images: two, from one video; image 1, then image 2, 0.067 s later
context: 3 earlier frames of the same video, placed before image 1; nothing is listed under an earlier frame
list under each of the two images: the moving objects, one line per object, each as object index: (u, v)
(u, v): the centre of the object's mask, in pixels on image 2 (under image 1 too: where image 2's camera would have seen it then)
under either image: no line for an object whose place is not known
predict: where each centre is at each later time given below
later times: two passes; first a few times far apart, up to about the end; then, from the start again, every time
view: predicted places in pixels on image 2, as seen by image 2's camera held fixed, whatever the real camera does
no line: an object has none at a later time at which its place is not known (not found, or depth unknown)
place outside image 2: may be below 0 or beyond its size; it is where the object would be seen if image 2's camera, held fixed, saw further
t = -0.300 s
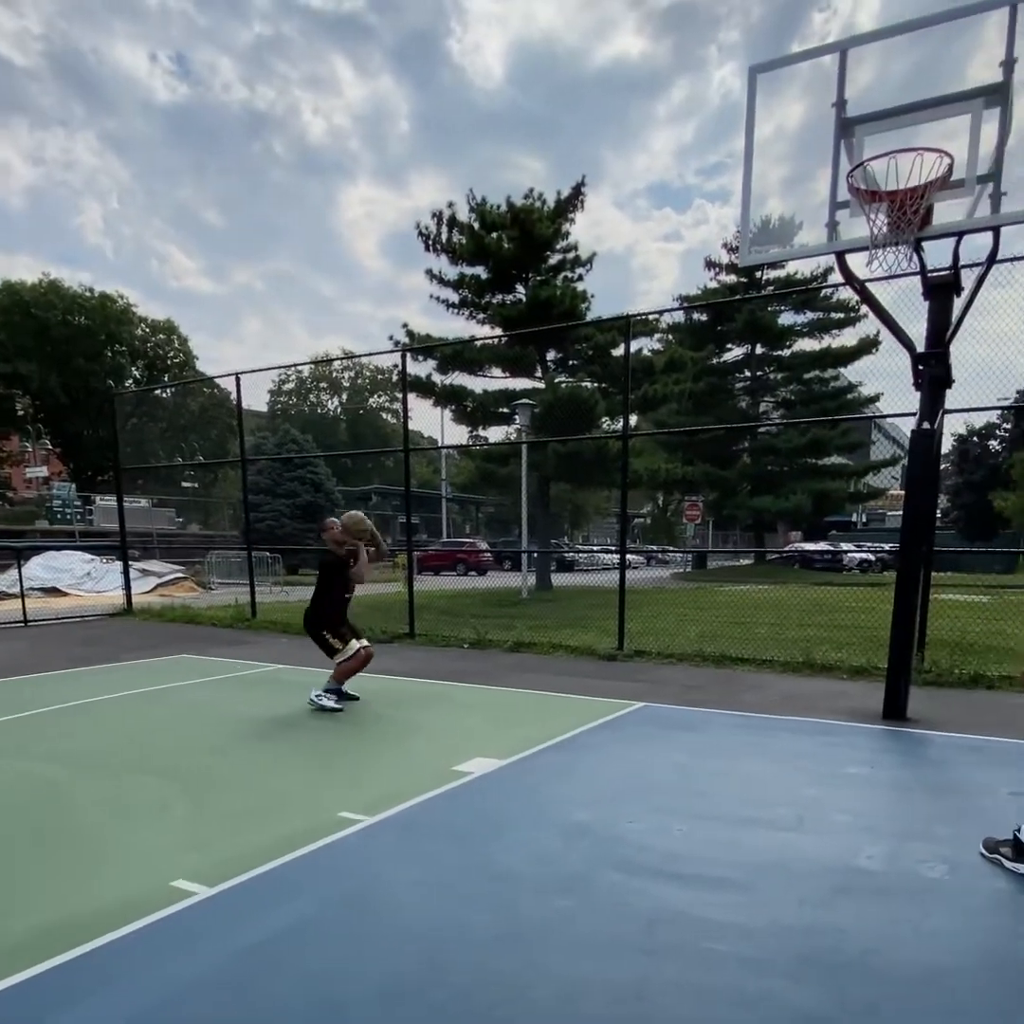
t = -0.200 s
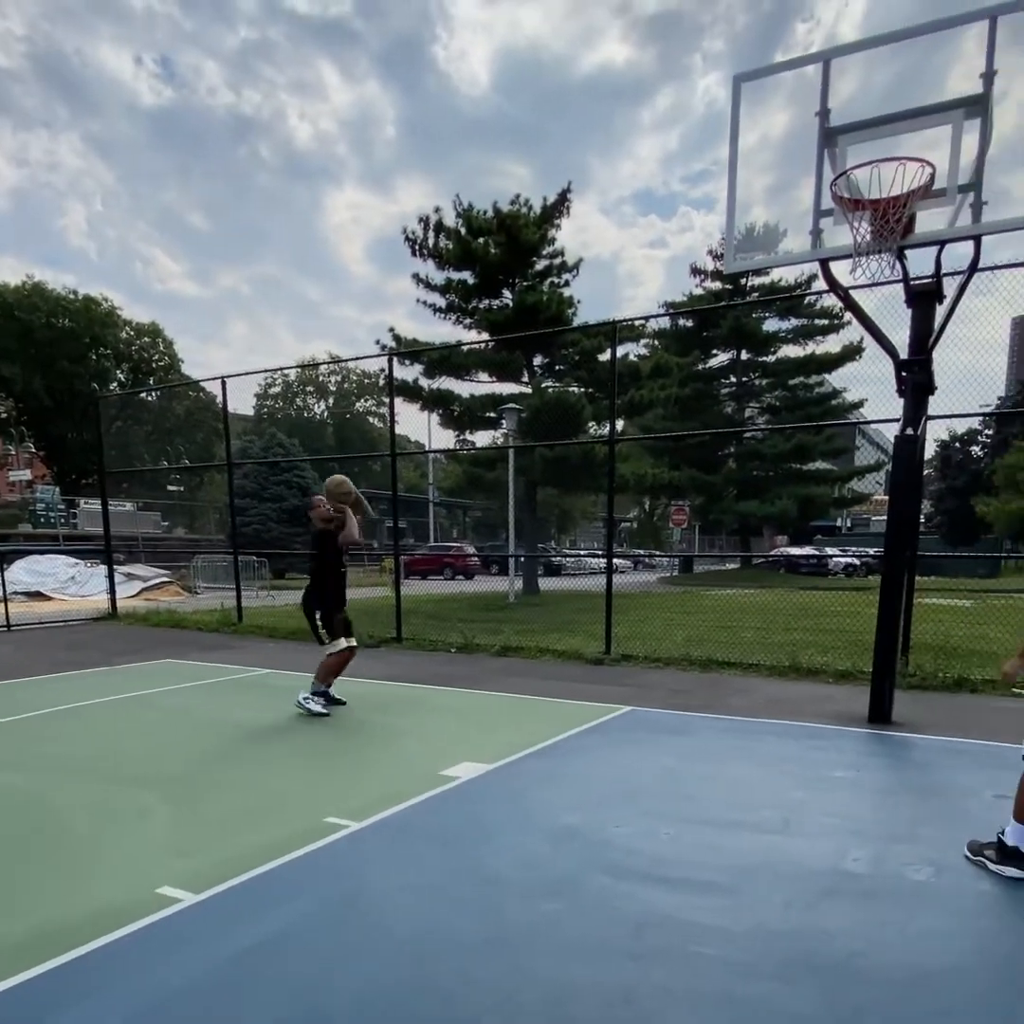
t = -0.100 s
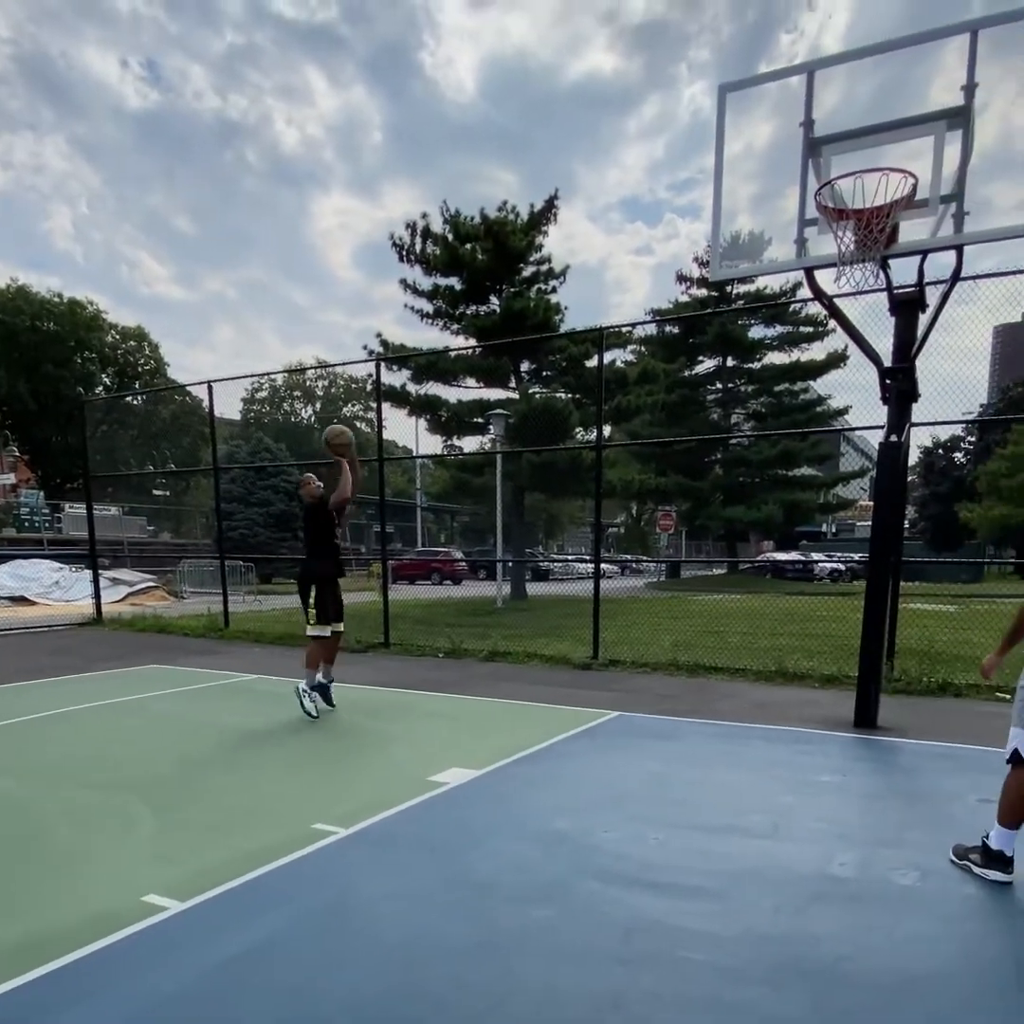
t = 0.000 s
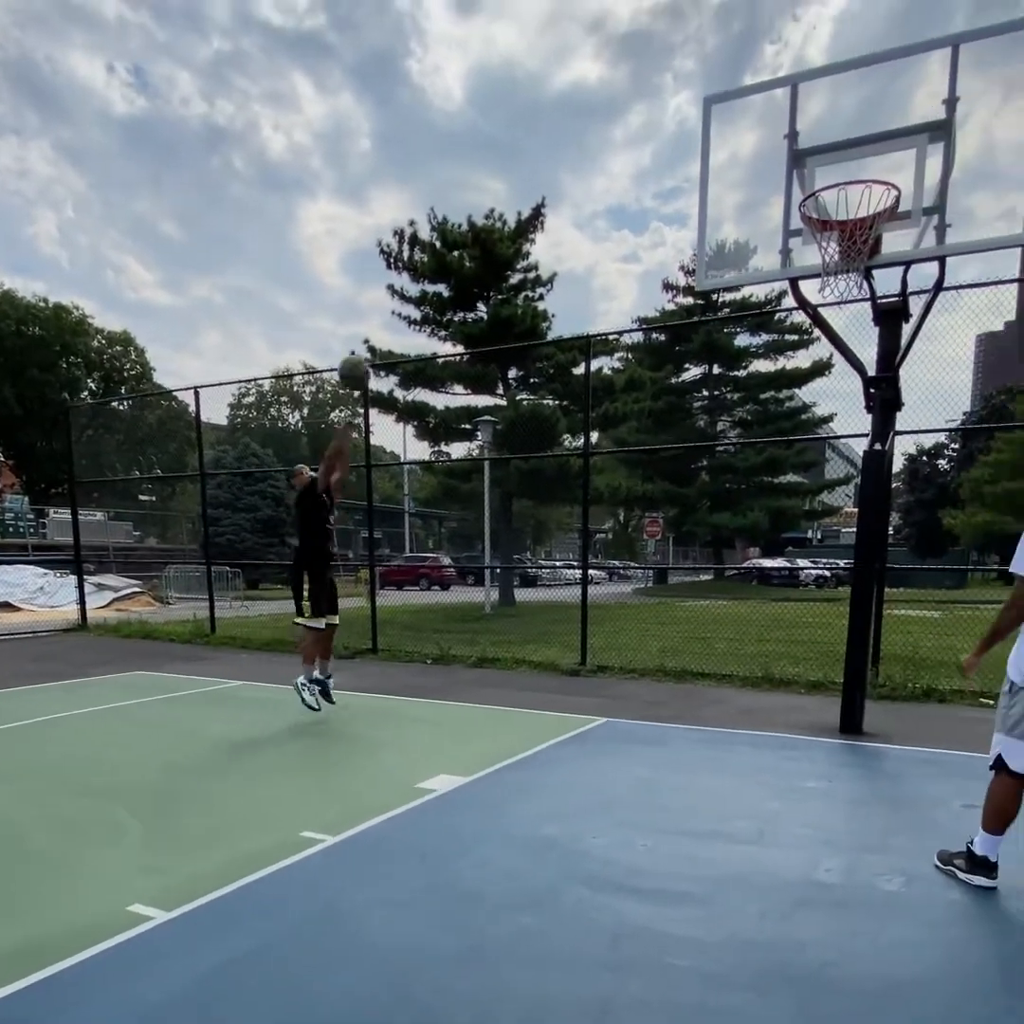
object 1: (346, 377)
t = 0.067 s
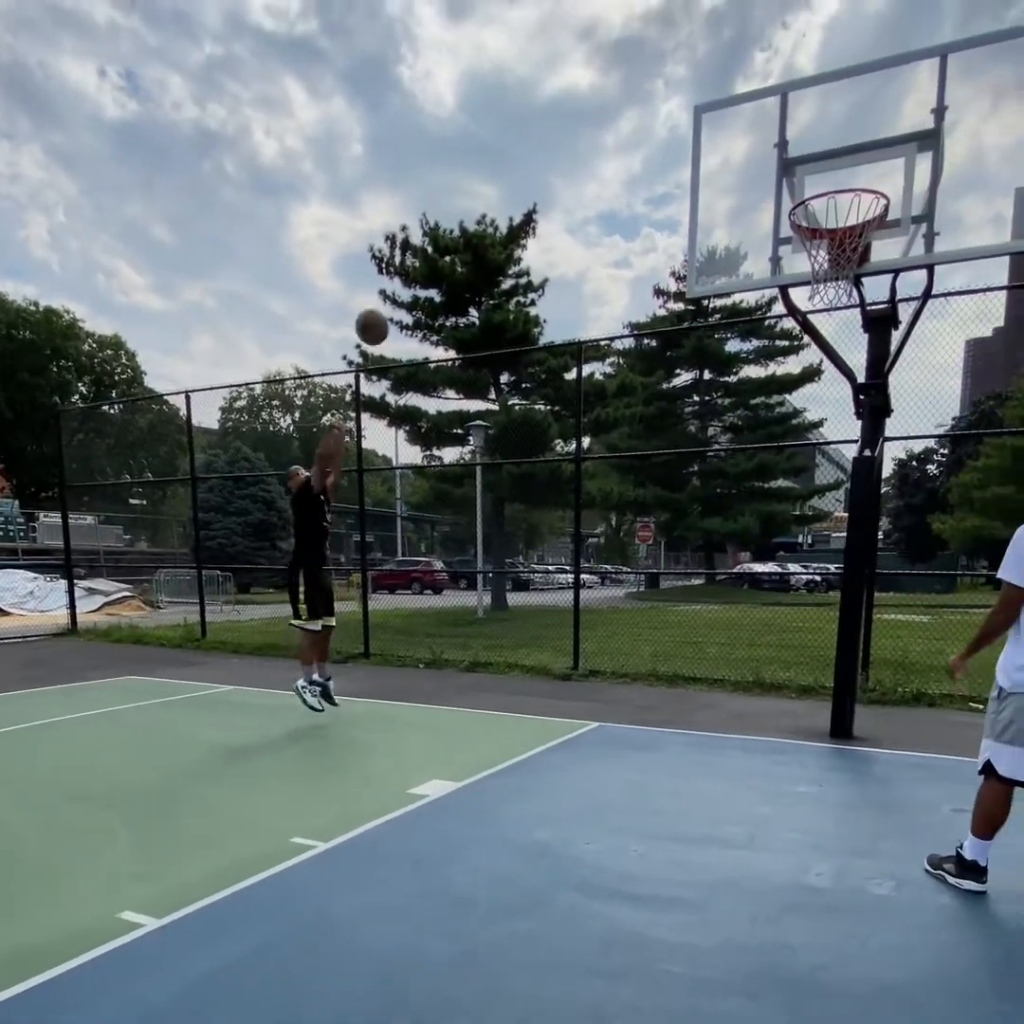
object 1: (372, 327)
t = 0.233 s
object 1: (442, 219)
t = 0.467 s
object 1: (555, 119)
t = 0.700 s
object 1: (692, 105)
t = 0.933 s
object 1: (853, 200)
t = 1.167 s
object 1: (833, 201)
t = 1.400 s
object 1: (828, 192)
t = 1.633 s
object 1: (842, 231)
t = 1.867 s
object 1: (814, 353)
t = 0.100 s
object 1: (385, 303)
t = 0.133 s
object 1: (399, 282)
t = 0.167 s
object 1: (413, 263)
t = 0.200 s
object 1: (426, 241)
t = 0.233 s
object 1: (442, 219)
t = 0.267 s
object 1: (457, 201)
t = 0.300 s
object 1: (472, 184)
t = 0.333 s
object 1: (488, 168)
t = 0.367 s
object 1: (504, 153)
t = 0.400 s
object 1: (521, 140)
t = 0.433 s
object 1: (538, 129)
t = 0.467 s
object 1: (555, 119)
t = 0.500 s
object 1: (574, 111)
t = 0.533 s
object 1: (592, 105)
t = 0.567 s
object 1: (611, 101)
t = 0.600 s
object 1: (631, 99)
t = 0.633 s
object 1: (651, 99)
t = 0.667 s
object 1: (671, 100)
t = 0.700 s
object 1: (692, 105)
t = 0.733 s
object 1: (714, 111)
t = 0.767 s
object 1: (736, 120)
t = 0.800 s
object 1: (758, 131)
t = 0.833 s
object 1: (781, 145)
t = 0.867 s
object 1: (805, 160)
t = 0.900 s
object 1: (829, 178)
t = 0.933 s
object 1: (853, 200)
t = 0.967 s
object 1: (840, 213)
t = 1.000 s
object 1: (814, 225)
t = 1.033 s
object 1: (813, 223)
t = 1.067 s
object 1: (828, 212)
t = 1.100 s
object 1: (843, 202)
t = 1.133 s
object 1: (840, 200)
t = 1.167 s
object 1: (833, 201)
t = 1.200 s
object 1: (826, 204)
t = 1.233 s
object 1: (819, 209)
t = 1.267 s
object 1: (814, 216)
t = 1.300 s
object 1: (817, 207)
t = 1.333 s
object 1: (821, 201)
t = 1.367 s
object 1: (825, 195)
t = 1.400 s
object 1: (828, 192)
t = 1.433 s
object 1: (832, 191)
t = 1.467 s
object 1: (835, 193)
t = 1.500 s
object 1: (839, 196)
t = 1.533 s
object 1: (842, 202)
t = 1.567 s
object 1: (846, 210)
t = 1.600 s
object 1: (845, 219)
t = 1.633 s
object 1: (842, 231)
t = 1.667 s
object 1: (838, 248)
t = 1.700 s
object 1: (832, 261)
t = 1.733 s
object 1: (828, 275)
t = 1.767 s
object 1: (825, 291)
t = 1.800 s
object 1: (821, 308)
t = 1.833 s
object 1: (818, 329)
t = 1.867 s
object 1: (814, 353)
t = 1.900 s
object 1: (811, 375)
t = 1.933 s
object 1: (807, 400)
